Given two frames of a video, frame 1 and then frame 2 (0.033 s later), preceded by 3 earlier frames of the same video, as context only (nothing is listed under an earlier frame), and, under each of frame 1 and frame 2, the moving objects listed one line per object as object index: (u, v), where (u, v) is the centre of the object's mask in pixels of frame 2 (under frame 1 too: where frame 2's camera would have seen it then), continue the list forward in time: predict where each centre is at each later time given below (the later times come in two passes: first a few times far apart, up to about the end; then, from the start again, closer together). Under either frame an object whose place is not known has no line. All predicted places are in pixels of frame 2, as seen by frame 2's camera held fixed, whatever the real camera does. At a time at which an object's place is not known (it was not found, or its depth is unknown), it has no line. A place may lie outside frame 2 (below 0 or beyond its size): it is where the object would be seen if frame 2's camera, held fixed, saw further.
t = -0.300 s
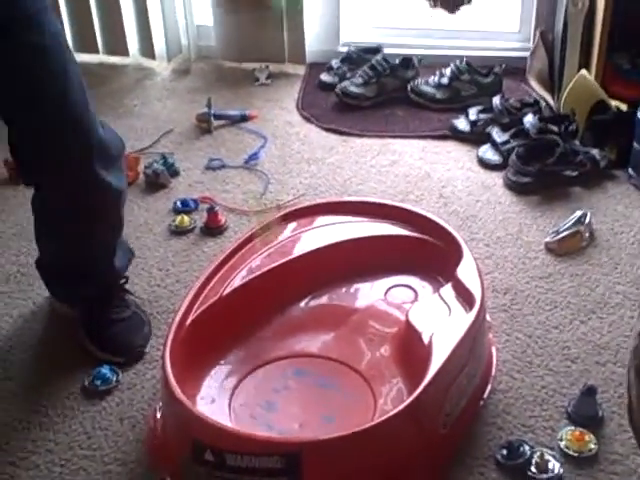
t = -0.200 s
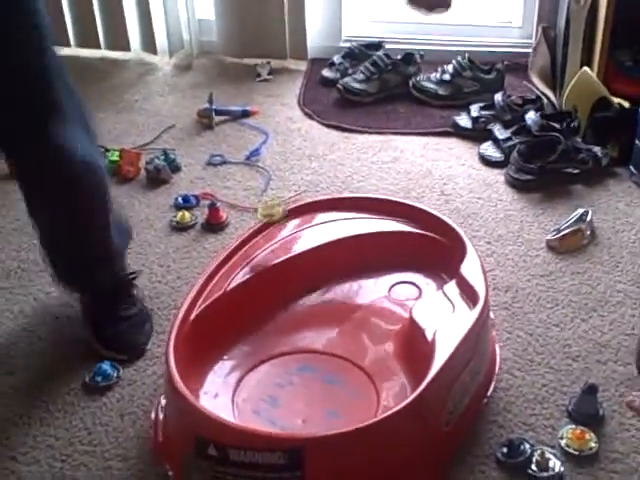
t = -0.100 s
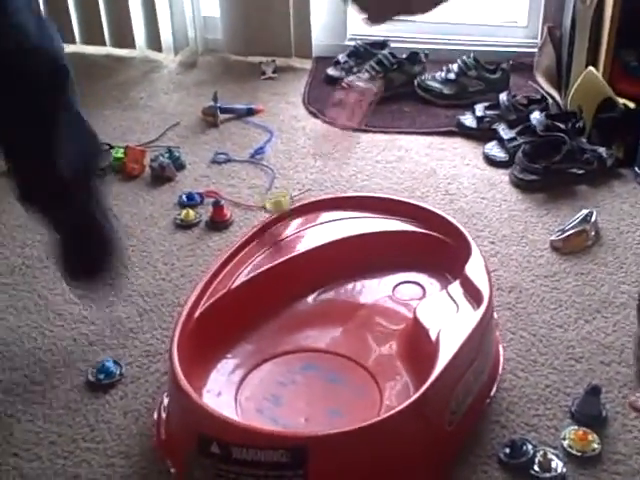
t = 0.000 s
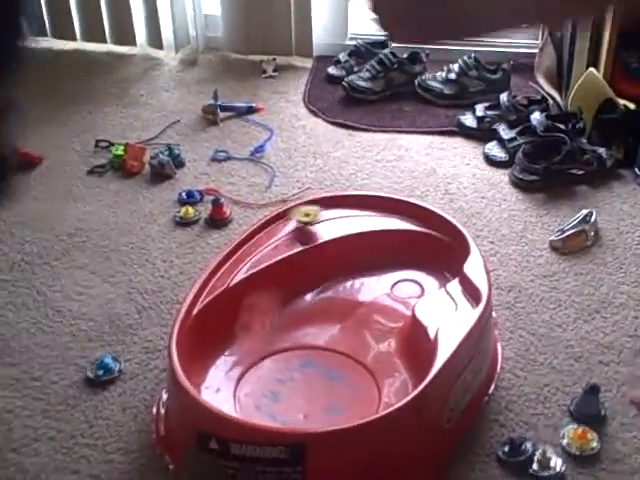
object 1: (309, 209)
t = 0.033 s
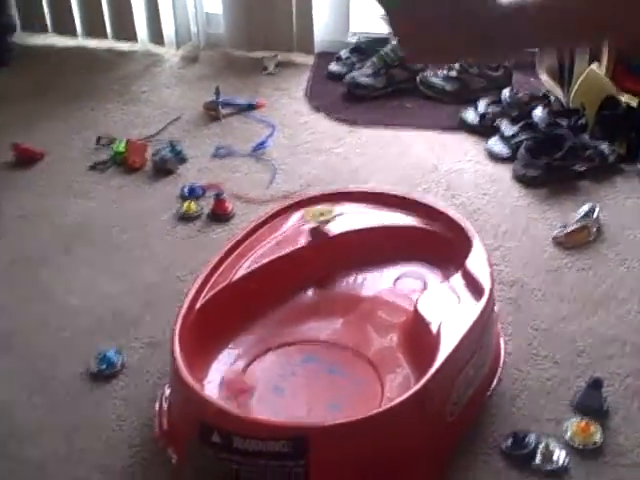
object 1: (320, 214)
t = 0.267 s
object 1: (393, 270)
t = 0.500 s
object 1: (415, 290)
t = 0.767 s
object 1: (422, 287)
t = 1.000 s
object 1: (410, 291)
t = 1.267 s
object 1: (373, 291)
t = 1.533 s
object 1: (329, 293)
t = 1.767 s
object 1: (301, 317)
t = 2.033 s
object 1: (295, 354)
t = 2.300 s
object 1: (302, 373)
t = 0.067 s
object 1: (333, 216)
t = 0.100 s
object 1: (342, 221)
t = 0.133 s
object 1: (359, 236)
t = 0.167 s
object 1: (368, 251)
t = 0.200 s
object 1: (379, 264)
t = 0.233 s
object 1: (388, 264)
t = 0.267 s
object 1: (393, 270)
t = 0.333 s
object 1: (408, 284)
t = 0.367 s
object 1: (411, 287)
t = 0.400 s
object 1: (414, 290)
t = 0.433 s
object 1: (415, 291)
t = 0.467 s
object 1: (415, 291)
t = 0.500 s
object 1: (415, 290)
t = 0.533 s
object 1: (416, 289)
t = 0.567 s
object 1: (417, 288)
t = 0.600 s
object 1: (418, 287)
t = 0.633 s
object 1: (419, 287)
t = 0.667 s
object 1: (420, 287)
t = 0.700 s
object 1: (420, 287)
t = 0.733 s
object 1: (421, 287)
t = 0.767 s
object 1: (422, 287)
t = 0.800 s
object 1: (422, 287)
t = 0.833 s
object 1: (420, 287)
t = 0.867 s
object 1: (419, 287)
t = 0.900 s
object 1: (417, 288)
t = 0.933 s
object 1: (415, 288)
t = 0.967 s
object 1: (412, 291)
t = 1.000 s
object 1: (410, 291)
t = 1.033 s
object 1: (407, 293)
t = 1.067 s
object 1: (402, 296)
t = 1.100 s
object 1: (397, 297)
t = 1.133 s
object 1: (394, 296)
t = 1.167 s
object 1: (389, 296)
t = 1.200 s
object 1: (384, 293)
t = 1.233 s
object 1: (379, 292)
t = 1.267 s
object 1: (373, 291)
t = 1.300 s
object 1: (367, 291)
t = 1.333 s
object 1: (362, 291)
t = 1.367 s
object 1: (357, 291)
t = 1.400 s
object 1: (351, 291)
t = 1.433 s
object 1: (345, 292)
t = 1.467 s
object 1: (340, 292)
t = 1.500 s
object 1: (335, 293)
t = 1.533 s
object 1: (329, 293)
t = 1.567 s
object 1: (324, 296)
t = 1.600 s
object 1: (319, 298)
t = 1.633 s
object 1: (314, 301)
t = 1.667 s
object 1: (311, 304)
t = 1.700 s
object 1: (307, 307)
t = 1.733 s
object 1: (304, 312)
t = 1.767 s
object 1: (301, 317)
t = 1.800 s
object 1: (299, 323)
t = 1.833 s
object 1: (297, 327)
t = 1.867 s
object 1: (296, 332)
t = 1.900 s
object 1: (296, 336)
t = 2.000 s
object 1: (295, 350)
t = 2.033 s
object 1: (295, 354)
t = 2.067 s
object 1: (295, 358)
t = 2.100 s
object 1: (296, 361)
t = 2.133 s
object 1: (296, 364)
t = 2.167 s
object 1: (298, 365)
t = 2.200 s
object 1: (299, 367)
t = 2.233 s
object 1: (301, 369)
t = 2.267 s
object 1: (302, 371)
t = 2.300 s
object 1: (302, 373)
